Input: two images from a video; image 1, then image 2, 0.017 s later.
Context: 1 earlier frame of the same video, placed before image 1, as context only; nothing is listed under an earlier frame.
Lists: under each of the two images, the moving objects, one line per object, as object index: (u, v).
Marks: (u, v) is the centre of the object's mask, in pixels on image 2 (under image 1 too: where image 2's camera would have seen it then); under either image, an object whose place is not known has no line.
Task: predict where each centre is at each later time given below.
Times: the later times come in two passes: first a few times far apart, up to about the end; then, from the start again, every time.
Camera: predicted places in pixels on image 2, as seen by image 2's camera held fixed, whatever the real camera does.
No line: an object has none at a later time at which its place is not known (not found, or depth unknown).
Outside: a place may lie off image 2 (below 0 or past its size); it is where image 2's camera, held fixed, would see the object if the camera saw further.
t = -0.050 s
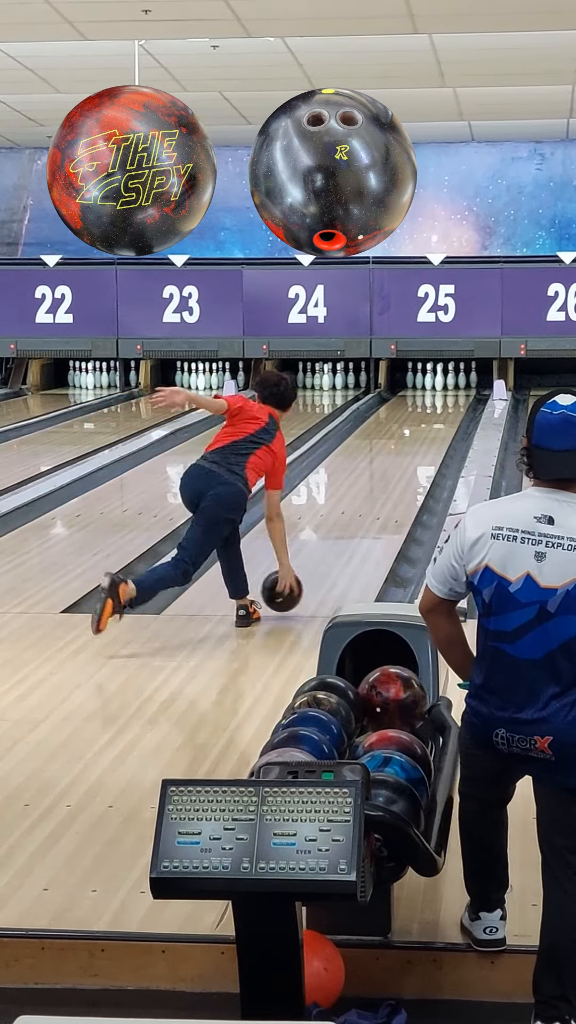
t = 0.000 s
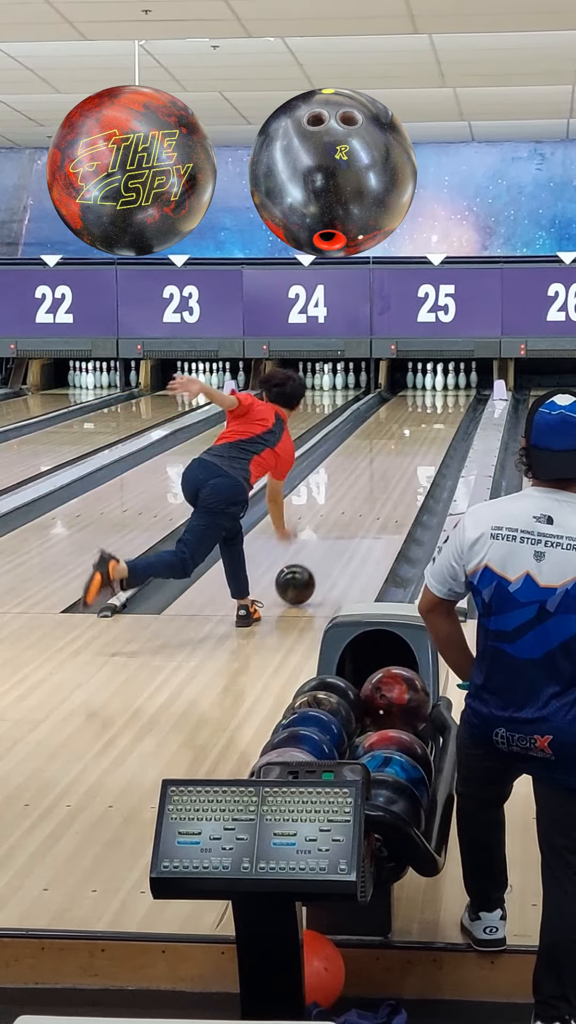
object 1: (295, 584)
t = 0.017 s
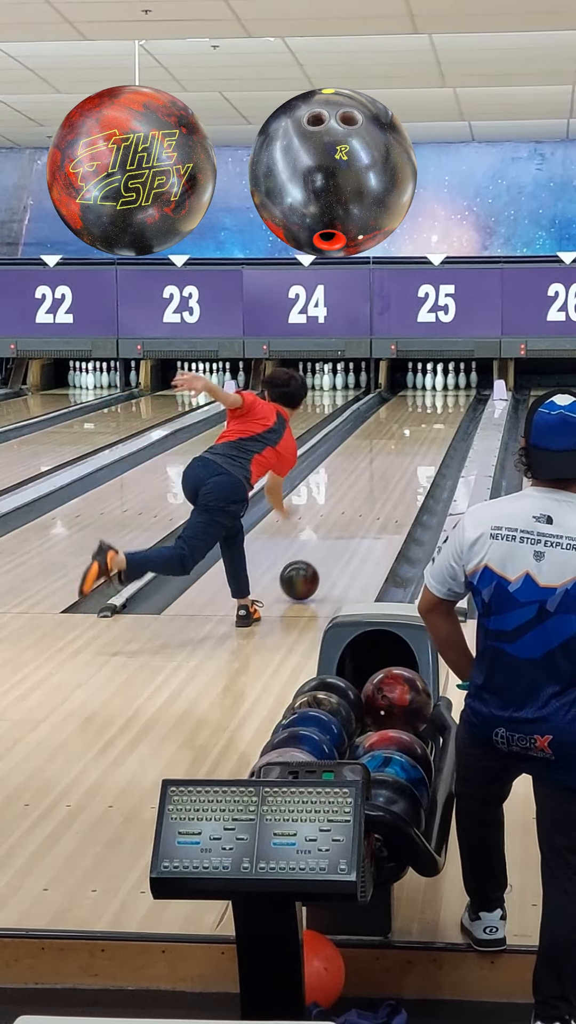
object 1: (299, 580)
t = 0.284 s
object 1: (351, 528)
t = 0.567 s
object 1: (388, 489)
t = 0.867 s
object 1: (414, 457)
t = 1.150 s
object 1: (432, 435)
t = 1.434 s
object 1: (444, 417)
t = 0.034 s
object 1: (303, 576)
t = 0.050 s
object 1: (307, 574)
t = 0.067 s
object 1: (311, 570)
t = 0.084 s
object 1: (314, 566)
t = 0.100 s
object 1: (318, 563)
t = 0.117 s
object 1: (321, 559)
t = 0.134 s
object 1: (324, 556)
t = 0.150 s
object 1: (328, 553)
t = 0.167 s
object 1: (331, 550)
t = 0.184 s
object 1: (334, 546)
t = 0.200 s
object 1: (337, 543)
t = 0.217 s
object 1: (340, 540)
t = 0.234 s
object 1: (343, 537)
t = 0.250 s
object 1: (345, 534)
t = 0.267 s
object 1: (348, 531)
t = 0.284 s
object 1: (351, 528)
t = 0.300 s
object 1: (353, 526)
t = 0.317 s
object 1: (356, 523)
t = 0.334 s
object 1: (358, 520)
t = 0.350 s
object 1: (361, 518)
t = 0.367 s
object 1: (363, 515)
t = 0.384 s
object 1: (365, 513)
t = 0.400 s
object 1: (368, 511)
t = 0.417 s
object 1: (370, 508)
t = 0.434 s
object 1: (372, 506)
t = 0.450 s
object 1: (374, 504)
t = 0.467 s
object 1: (376, 501)
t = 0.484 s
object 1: (378, 499)
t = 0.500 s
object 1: (380, 497)
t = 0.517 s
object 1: (382, 495)
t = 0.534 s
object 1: (384, 493)
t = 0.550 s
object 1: (386, 491)
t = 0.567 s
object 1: (388, 489)
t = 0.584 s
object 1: (389, 487)
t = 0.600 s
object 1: (394, 487)
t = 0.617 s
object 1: (394, 481)
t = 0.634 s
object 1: (394, 481)
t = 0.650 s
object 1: (396, 479)
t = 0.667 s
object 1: (398, 477)
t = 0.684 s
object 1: (399, 475)
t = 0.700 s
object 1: (401, 474)
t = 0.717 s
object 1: (402, 472)
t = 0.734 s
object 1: (404, 470)
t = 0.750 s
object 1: (405, 468)
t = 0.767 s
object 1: (407, 467)
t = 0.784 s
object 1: (408, 465)
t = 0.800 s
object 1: (409, 463)
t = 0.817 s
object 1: (411, 462)
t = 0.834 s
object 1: (412, 460)
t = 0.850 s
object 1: (413, 459)
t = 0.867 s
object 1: (414, 457)
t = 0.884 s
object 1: (416, 456)
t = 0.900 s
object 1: (417, 454)
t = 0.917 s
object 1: (418, 453)
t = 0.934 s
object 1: (419, 451)
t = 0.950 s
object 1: (421, 450)
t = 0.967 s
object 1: (422, 449)
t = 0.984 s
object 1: (423, 447)
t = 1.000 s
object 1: (424, 446)
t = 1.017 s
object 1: (425, 444)
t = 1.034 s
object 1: (426, 443)
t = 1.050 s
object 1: (427, 442)
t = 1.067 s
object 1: (428, 441)
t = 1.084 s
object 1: (429, 439)
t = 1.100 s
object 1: (430, 438)
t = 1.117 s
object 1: (431, 437)
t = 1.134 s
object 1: (432, 436)
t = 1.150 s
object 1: (432, 435)
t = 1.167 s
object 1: (434, 434)
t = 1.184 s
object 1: (434, 432)
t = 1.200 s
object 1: (435, 432)
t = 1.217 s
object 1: (436, 431)
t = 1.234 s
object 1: (437, 430)
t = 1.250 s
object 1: (437, 428)
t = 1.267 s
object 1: (438, 427)
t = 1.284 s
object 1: (439, 426)
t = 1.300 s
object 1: (439, 425)
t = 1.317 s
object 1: (440, 424)
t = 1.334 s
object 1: (441, 423)
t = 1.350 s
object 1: (441, 422)
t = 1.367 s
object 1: (442, 421)
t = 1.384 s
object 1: (443, 420)
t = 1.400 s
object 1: (443, 419)
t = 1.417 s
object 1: (443, 418)
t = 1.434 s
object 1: (444, 417)
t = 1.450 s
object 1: (444, 417)
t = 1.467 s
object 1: (445, 416)
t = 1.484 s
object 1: (445, 415)
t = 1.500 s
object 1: (446, 414)
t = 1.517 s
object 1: (446, 413)
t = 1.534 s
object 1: (446, 412)
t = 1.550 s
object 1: (447, 411)
